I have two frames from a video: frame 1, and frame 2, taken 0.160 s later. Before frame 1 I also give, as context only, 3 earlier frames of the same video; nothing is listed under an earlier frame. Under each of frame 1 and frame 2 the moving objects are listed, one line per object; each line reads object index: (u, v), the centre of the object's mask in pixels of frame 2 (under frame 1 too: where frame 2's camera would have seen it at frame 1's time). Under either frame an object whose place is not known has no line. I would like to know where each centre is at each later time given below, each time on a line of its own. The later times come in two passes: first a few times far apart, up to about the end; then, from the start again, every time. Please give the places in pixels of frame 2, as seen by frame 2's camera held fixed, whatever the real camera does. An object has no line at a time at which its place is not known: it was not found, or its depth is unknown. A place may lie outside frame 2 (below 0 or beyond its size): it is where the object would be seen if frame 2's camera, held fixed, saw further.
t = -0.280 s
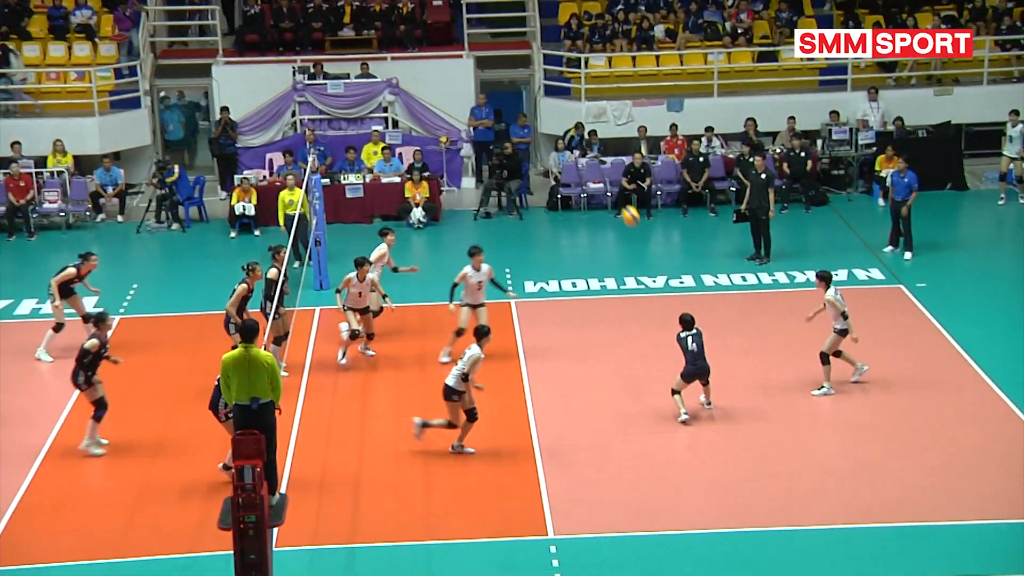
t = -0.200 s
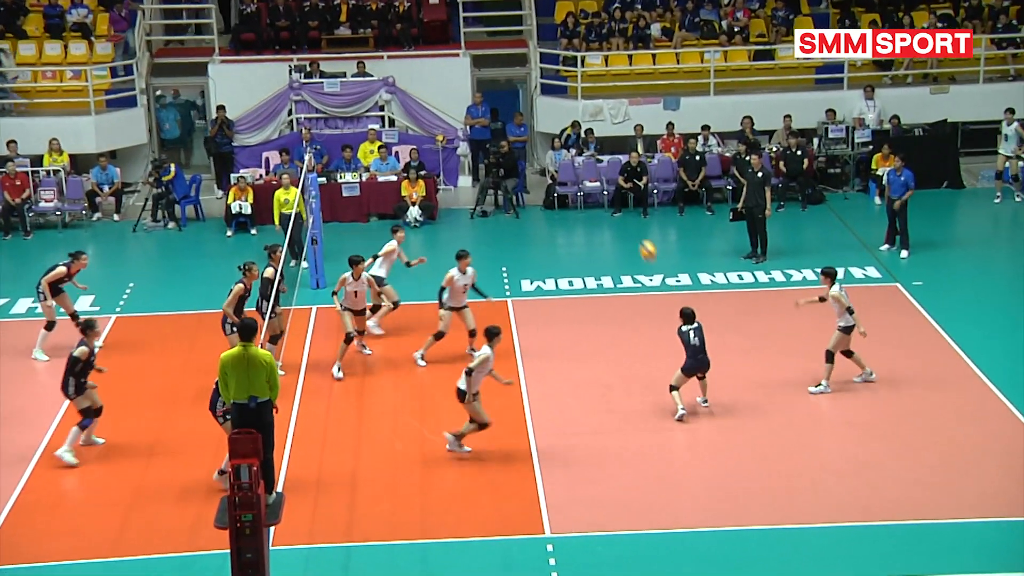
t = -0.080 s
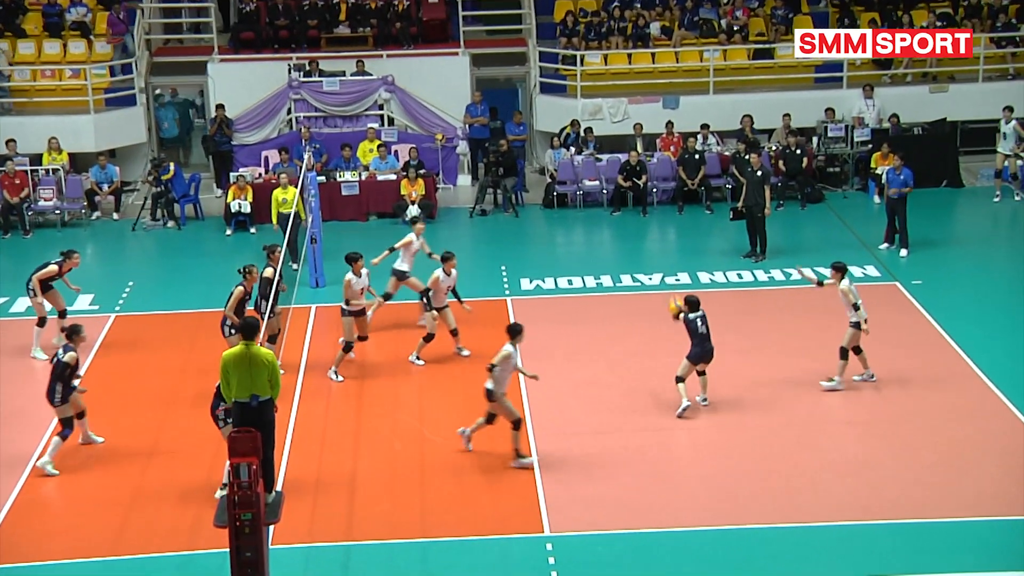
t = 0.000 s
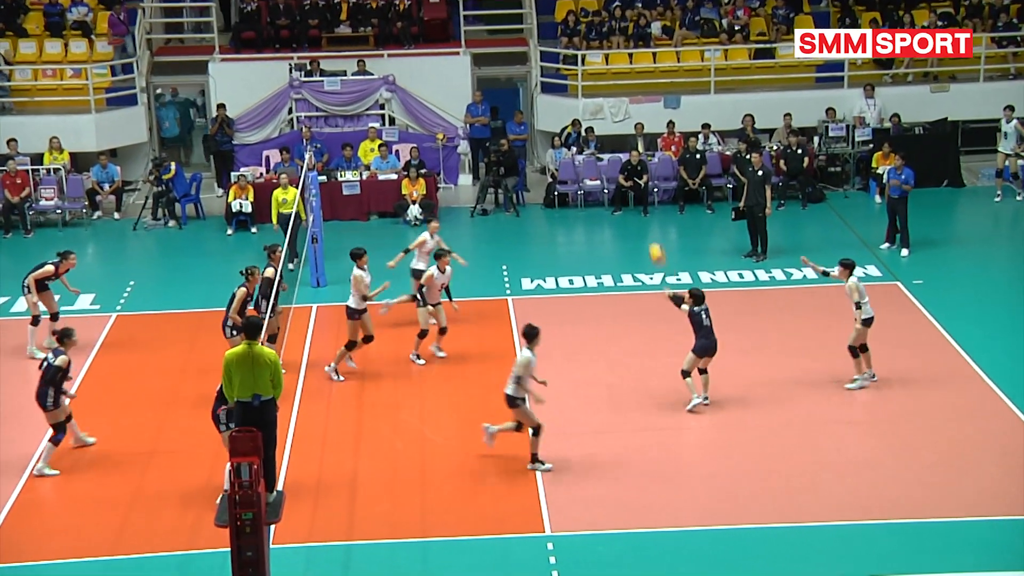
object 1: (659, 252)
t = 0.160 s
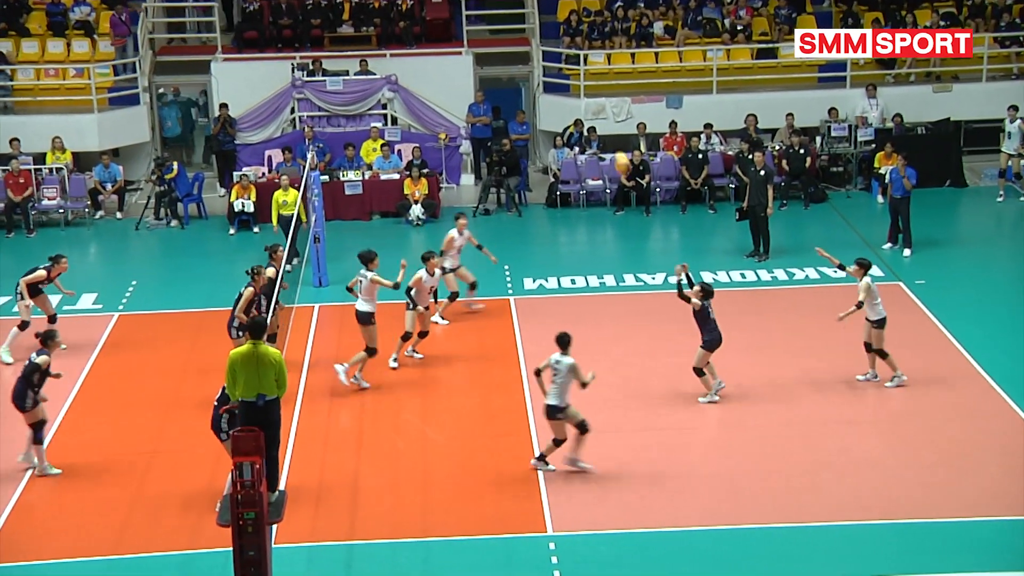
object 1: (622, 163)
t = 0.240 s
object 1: (603, 123)
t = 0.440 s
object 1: (557, 50)
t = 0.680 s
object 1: (502, 4)
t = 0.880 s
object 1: (458, 1)
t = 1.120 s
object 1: (409, 37)
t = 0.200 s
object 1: (613, 143)
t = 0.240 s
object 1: (603, 123)
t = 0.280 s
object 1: (594, 106)
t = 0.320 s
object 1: (584, 90)
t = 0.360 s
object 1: (574, 75)
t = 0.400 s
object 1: (565, 62)
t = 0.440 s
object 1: (557, 50)
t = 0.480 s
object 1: (548, 39)
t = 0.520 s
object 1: (538, 29)
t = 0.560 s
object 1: (529, 21)
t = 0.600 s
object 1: (520, 14)
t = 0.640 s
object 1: (511, 8)
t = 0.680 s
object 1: (502, 4)
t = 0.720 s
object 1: (493, 3)
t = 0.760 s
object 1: (484, 1)
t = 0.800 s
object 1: (475, 0)
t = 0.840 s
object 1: (467, 1)
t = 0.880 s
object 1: (458, 1)
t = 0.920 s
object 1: (450, 3)
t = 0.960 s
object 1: (441, 8)
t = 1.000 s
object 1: (433, 13)
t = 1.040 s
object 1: (425, 20)
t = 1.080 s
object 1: (417, 28)
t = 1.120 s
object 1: (409, 37)
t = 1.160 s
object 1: (401, 46)
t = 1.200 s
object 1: (393, 57)
